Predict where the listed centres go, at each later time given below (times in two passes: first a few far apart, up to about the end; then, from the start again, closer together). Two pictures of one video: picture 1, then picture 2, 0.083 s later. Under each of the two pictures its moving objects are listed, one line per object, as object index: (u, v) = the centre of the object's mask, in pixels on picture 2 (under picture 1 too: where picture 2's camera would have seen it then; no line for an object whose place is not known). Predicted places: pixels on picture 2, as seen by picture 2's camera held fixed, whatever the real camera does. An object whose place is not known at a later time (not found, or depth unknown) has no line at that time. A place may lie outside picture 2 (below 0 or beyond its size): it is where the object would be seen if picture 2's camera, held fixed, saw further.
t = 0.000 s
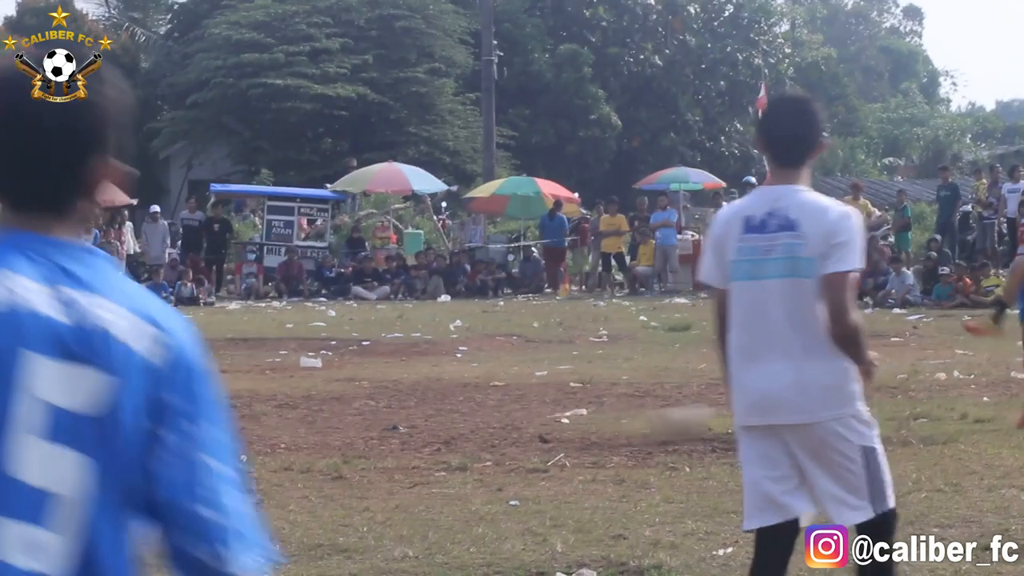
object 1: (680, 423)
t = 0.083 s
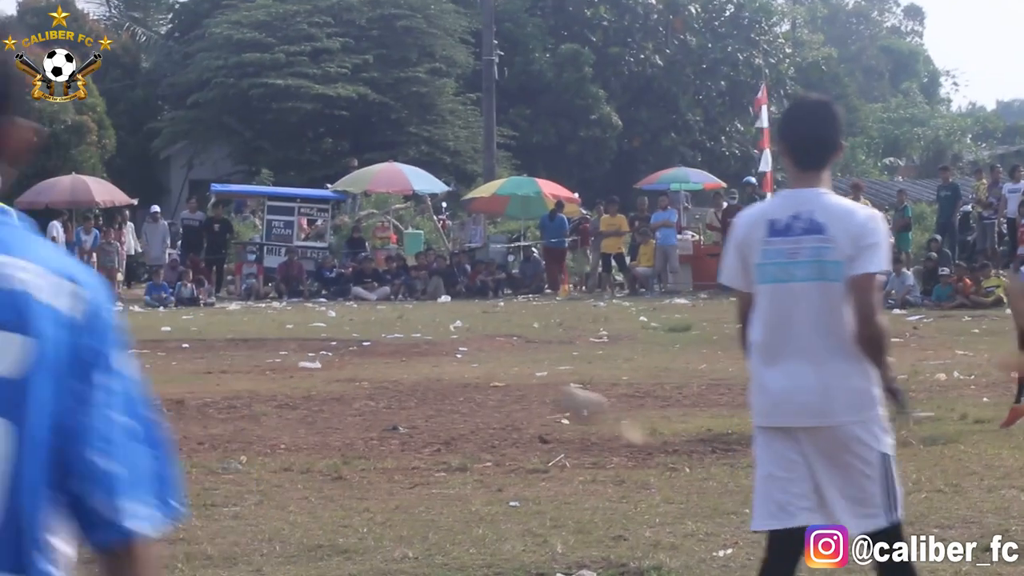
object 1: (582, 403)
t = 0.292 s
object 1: (352, 377)
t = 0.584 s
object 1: (69, 411)
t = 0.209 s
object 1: (441, 380)
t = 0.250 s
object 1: (398, 377)
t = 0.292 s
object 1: (352, 377)
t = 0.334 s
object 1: (308, 376)
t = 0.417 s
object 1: (220, 398)
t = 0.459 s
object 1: (182, 407)
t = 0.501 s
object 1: (137, 425)
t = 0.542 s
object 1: (98, 424)
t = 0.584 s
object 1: (69, 411)
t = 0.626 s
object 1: (35, 398)
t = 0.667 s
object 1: (5, 387)
